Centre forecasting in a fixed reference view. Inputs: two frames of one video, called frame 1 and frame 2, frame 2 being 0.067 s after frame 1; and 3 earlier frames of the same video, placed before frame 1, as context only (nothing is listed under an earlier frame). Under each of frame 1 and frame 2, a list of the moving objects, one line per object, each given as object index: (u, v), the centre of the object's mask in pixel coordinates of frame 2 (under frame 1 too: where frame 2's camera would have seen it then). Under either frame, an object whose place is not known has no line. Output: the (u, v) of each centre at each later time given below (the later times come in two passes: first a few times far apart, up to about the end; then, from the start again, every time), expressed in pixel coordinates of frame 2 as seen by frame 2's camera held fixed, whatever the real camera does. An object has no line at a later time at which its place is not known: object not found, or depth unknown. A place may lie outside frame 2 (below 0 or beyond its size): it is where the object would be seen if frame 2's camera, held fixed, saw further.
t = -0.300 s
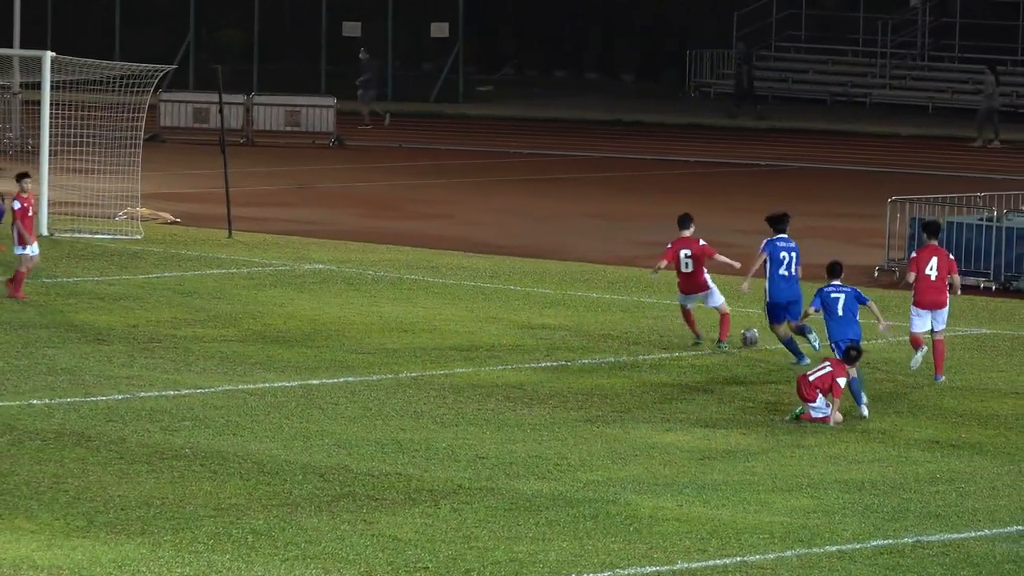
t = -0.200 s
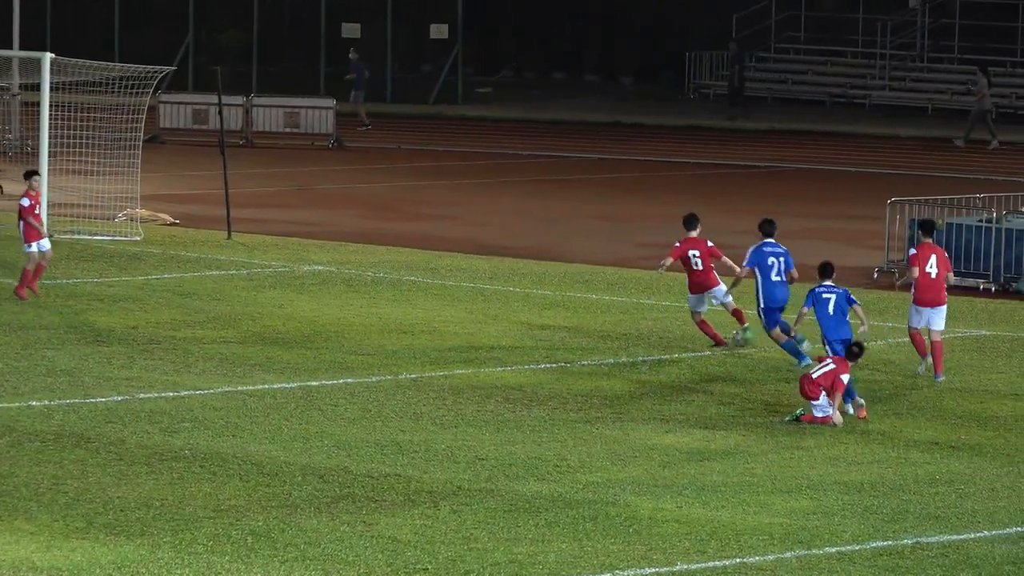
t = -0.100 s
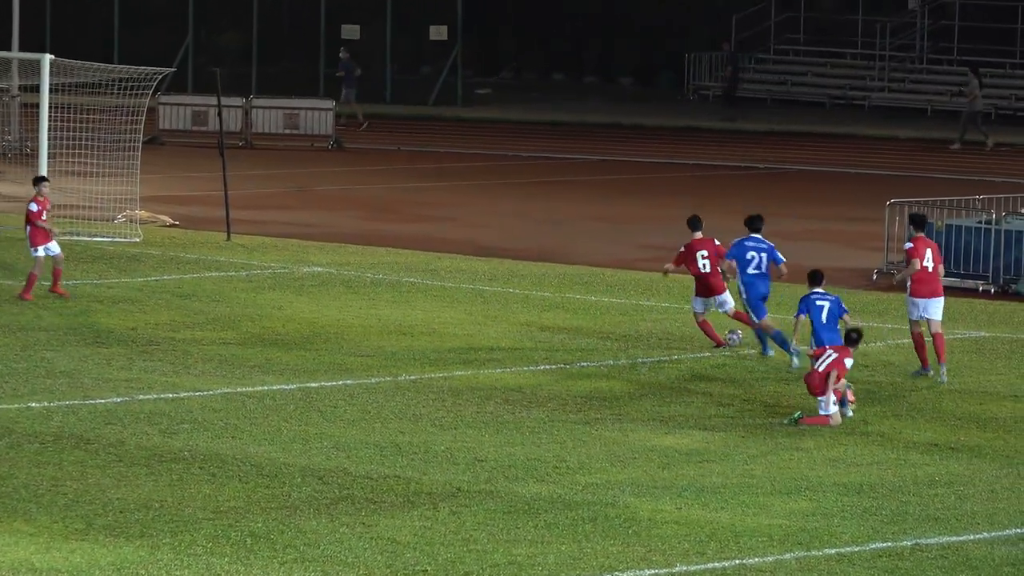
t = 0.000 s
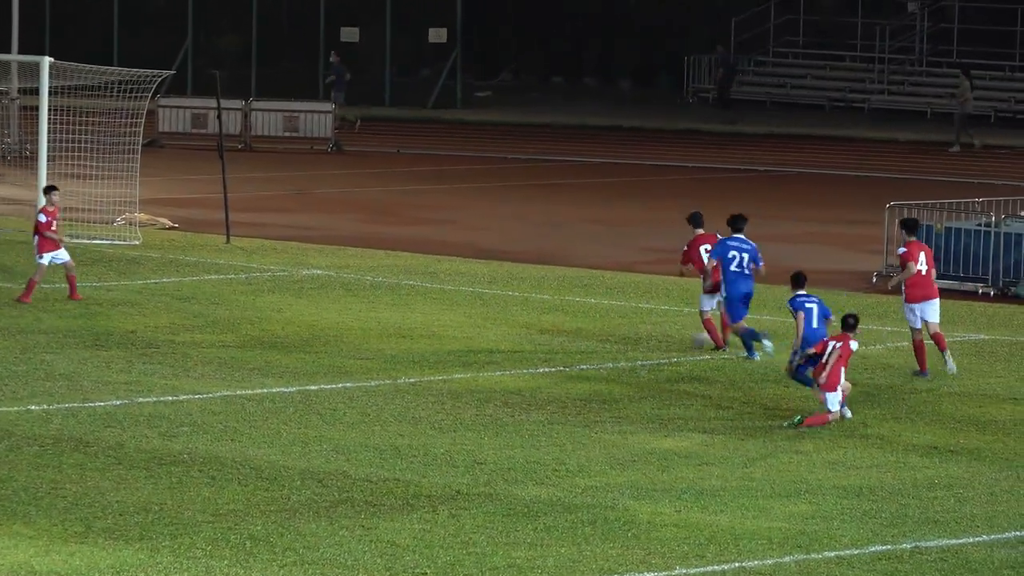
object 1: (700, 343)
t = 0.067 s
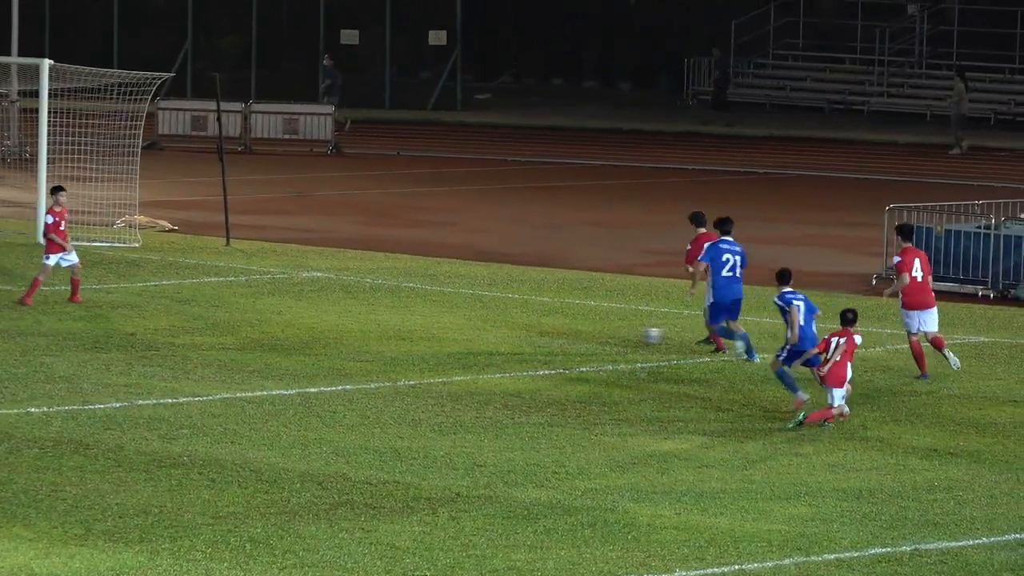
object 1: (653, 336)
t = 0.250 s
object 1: (531, 328)
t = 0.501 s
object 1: (402, 319)
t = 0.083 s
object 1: (641, 336)
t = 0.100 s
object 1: (628, 337)
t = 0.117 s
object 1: (615, 336)
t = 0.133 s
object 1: (603, 335)
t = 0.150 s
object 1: (592, 334)
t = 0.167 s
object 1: (580, 333)
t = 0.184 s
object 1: (570, 332)
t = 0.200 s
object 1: (561, 331)
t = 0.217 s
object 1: (551, 330)
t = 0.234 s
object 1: (540, 329)
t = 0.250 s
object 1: (531, 328)
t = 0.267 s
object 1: (520, 328)
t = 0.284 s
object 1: (509, 327)
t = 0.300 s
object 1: (500, 326)
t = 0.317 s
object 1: (489, 326)
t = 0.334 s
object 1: (482, 325)
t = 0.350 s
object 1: (473, 324)
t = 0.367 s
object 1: (465, 323)
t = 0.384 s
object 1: (457, 322)
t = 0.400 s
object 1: (450, 321)
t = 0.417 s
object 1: (442, 319)
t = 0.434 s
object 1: (433, 320)
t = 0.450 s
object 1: (424, 319)
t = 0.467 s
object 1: (417, 318)
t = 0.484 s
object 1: (410, 319)
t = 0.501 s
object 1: (402, 319)
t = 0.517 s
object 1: (395, 318)
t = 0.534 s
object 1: (388, 317)
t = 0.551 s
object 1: (382, 316)
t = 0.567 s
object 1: (376, 315)
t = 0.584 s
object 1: (369, 315)
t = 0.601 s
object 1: (364, 314)
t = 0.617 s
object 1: (358, 314)
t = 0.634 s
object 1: (352, 313)
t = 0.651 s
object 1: (346, 313)
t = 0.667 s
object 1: (340, 313)
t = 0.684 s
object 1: (334, 313)
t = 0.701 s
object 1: (328, 312)
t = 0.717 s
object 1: (323, 311)
